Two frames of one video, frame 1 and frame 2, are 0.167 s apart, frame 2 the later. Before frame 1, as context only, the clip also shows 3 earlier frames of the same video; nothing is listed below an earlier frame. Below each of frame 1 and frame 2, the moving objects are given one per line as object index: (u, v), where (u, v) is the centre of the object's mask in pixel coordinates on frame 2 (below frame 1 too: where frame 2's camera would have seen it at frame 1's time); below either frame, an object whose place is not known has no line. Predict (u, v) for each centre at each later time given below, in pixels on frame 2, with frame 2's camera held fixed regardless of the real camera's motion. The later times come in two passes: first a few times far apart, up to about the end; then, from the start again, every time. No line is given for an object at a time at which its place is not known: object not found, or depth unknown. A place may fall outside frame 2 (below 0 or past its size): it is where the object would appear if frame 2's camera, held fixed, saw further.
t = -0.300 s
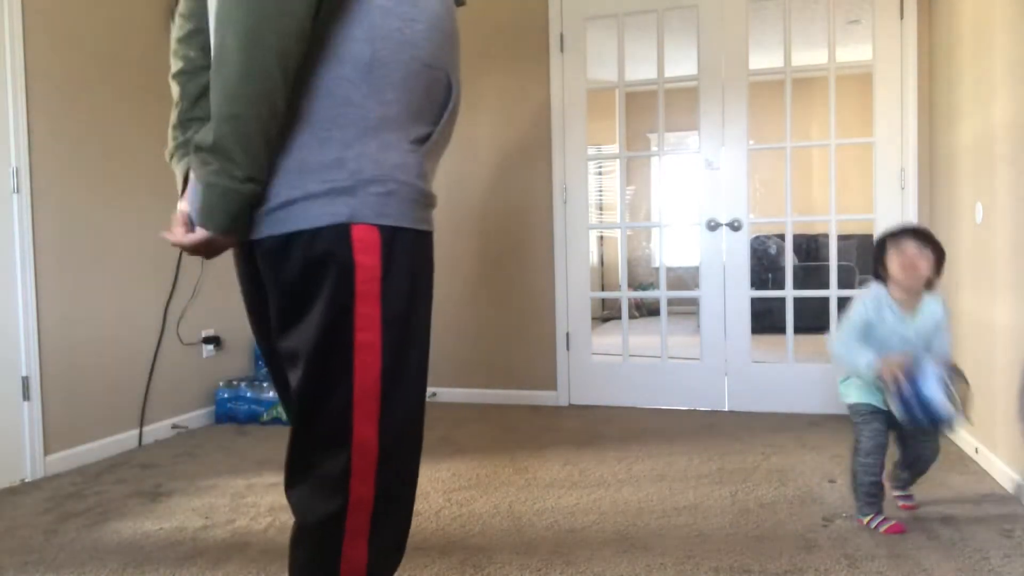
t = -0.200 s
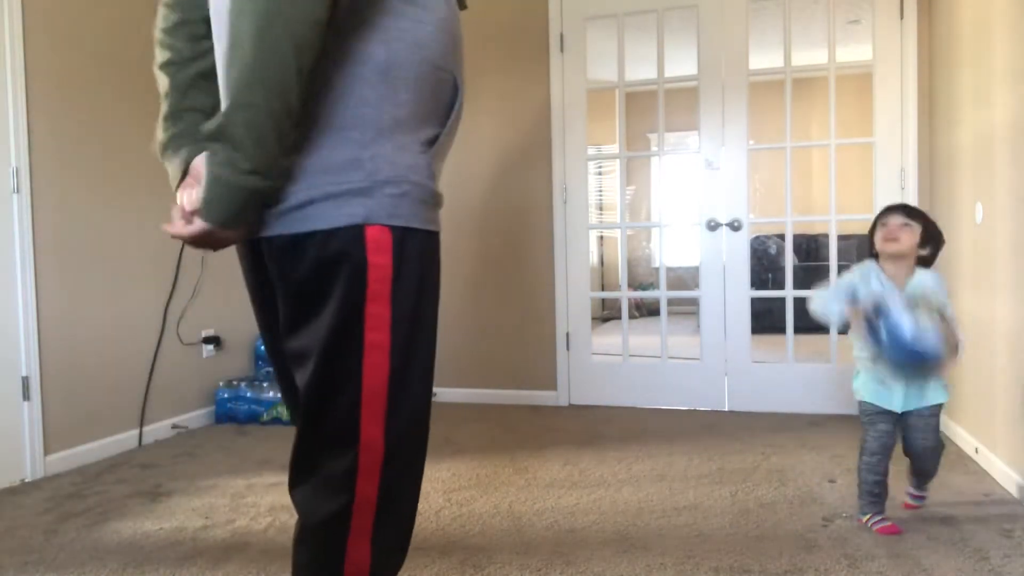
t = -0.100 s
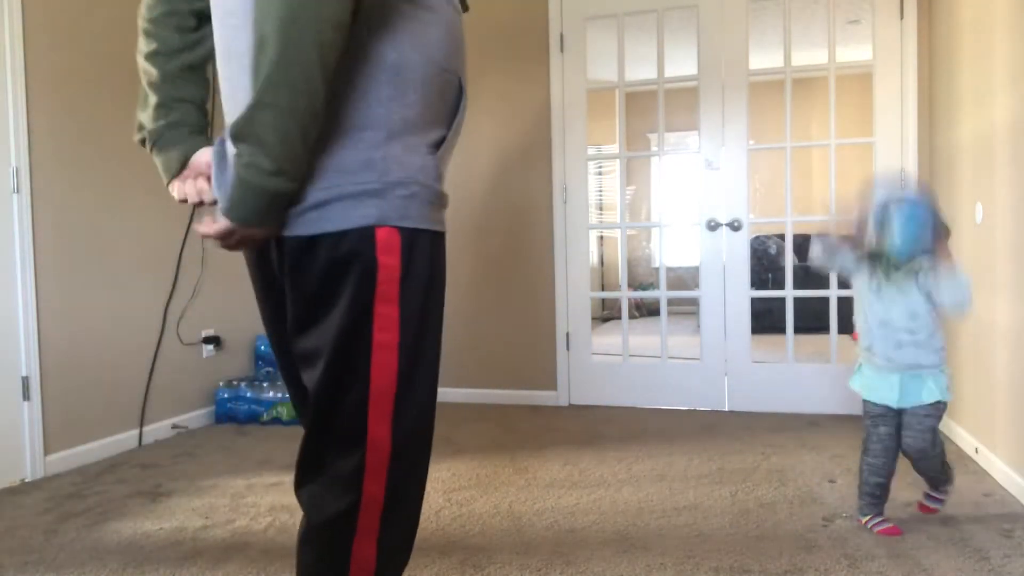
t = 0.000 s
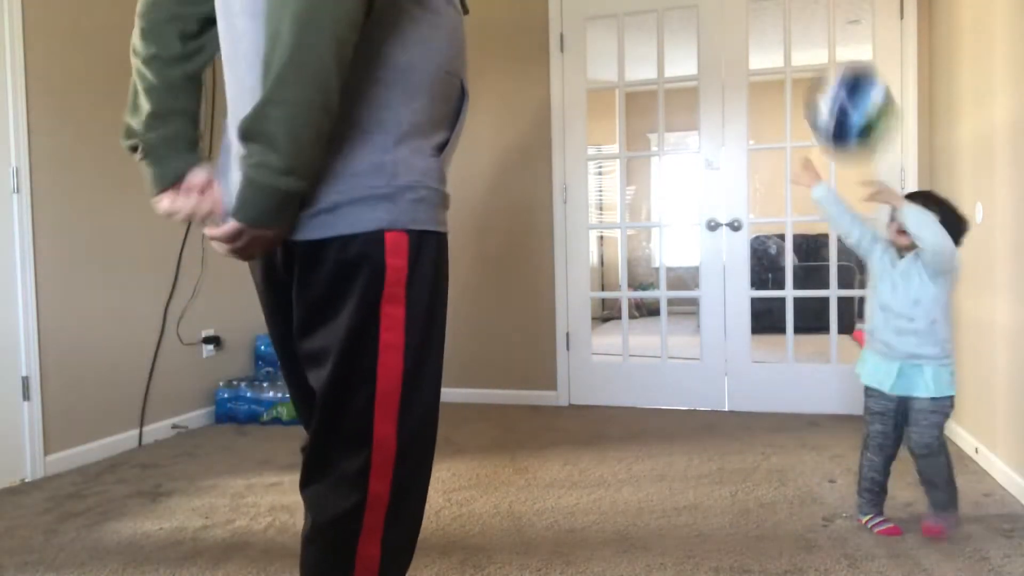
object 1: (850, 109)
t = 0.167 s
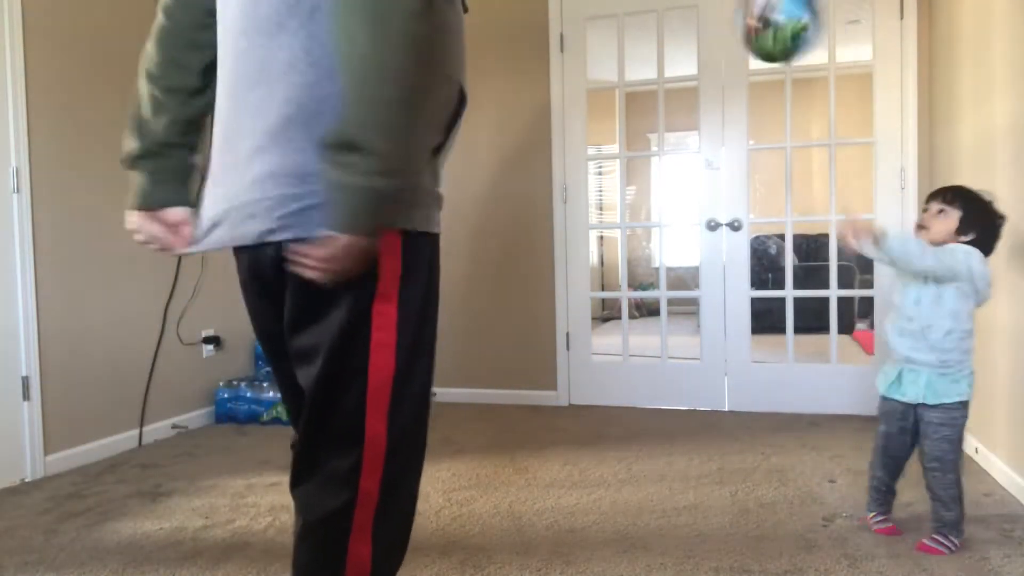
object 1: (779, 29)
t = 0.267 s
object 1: (732, 28)
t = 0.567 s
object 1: (626, 221)
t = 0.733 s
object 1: (581, 436)
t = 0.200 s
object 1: (760, 27)
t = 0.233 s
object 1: (746, 27)
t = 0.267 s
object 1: (732, 28)
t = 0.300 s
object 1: (722, 32)
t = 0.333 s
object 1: (713, 40)
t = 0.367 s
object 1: (701, 58)
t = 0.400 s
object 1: (688, 80)
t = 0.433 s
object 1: (675, 102)
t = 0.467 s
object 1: (659, 128)
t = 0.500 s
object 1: (644, 156)
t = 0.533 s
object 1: (636, 190)
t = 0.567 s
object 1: (626, 221)
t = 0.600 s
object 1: (619, 262)
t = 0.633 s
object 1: (609, 303)
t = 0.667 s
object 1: (600, 344)
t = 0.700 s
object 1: (595, 388)
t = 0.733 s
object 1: (581, 436)
